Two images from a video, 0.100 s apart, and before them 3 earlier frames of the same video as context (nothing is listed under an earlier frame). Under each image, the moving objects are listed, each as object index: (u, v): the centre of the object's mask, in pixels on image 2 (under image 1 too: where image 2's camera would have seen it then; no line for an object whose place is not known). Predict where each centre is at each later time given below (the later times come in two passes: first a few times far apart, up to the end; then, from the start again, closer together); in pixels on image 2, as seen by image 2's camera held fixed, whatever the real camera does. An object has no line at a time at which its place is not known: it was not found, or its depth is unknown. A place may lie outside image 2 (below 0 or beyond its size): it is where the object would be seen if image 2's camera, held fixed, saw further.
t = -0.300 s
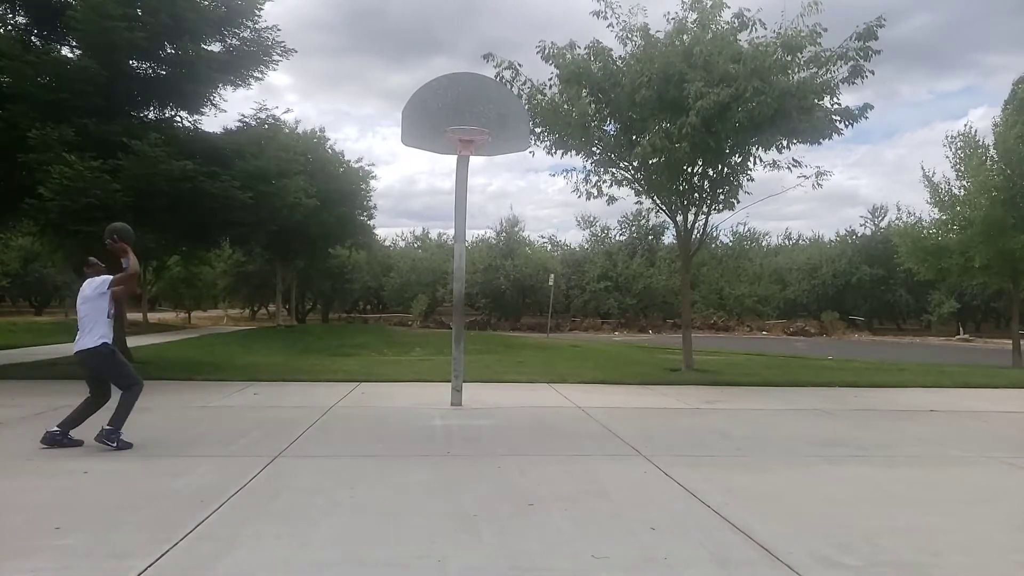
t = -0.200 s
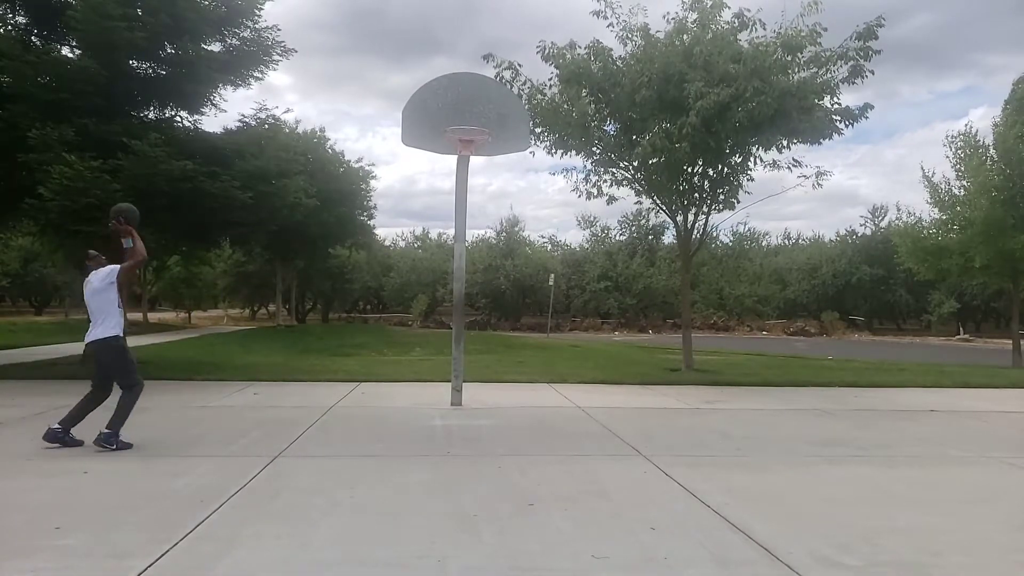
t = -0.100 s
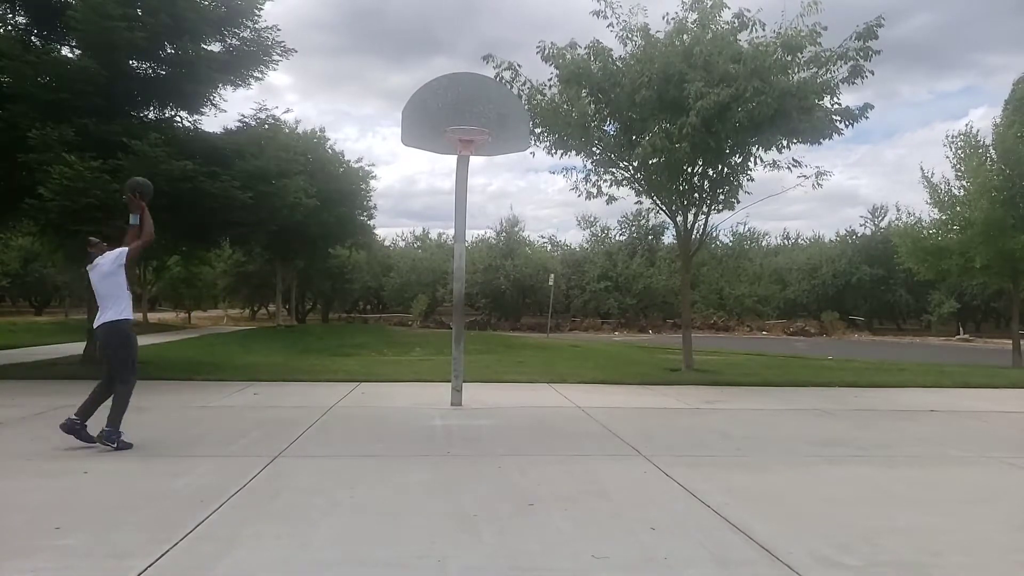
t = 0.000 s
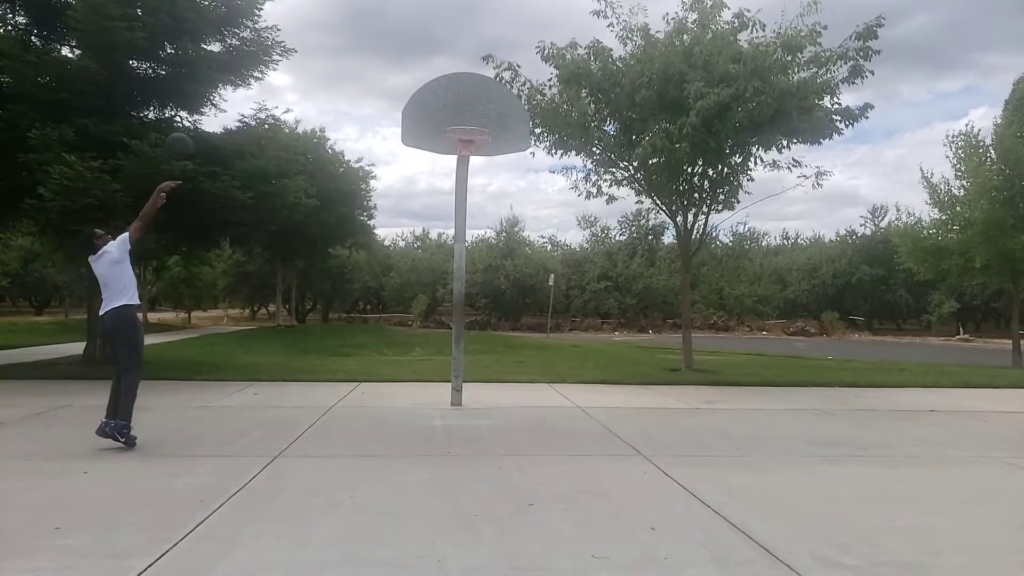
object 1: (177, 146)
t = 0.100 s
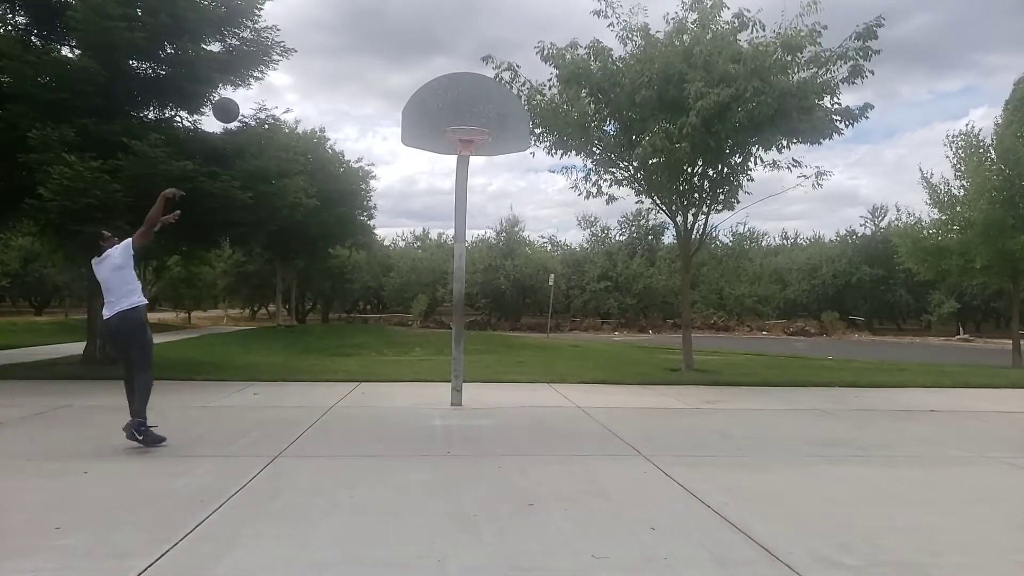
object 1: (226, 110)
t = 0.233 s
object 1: (285, 81)
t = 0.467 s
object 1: (380, 76)
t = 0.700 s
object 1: (464, 124)
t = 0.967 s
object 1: (443, 217)
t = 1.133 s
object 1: (414, 316)
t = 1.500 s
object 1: (350, 309)
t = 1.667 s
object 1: (318, 241)
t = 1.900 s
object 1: (271, 194)
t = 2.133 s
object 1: (215, 217)
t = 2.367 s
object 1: (153, 317)
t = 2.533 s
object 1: (104, 446)
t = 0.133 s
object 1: (241, 101)
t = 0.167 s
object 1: (256, 93)
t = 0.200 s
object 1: (271, 86)
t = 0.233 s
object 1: (285, 81)
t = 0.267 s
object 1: (299, 77)
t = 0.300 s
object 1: (313, 74)
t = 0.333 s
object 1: (327, 72)
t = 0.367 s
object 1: (341, 71)
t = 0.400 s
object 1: (354, 72)
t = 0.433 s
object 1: (367, 73)
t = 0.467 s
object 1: (380, 76)
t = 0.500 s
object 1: (392, 80)
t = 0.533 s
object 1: (405, 85)
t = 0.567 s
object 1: (417, 91)
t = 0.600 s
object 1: (429, 98)
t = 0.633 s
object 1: (441, 106)
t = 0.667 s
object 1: (452, 114)
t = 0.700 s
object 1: (464, 124)
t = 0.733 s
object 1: (475, 137)
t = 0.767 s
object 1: (476, 144)
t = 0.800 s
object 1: (471, 153)
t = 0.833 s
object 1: (466, 163)
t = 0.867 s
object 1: (460, 175)
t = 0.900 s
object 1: (452, 188)
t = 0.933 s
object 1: (449, 202)
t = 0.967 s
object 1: (443, 217)
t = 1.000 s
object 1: (438, 234)
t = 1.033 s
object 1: (432, 252)
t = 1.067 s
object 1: (430, 269)
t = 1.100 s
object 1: (420, 292)
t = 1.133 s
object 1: (414, 316)
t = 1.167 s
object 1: (408, 340)
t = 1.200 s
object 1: (402, 366)
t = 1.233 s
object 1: (395, 392)
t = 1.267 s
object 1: (388, 422)
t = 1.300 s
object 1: (382, 425)
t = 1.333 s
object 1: (377, 403)
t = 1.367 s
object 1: (371, 384)
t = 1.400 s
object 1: (367, 364)
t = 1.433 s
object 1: (362, 345)
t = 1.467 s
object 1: (355, 327)
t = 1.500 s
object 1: (350, 309)
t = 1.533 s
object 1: (345, 296)
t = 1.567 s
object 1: (337, 280)
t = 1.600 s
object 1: (329, 266)
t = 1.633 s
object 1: (325, 253)
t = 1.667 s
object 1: (318, 241)
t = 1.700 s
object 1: (312, 232)
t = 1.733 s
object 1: (306, 223)
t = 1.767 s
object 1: (299, 215)
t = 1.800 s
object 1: (292, 209)
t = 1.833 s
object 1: (286, 205)
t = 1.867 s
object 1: (278, 199)
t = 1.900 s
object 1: (271, 194)
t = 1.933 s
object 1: (263, 193)
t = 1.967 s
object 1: (256, 194)
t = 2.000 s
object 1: (248, 193)
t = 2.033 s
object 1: (240, 199)
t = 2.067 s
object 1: (233, 204)
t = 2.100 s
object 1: (224, 208)
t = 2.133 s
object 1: (215, 217)
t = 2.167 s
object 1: (207, 226)
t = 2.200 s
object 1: (199, 237)
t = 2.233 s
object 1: (190, 249)
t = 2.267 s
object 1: (181, 261)
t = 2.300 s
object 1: (173, 282)
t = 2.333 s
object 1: (163, 297)
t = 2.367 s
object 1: (153, 317)
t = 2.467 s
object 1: (125, 388)
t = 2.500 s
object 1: (115, 416)
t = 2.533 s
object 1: (104, 446)
